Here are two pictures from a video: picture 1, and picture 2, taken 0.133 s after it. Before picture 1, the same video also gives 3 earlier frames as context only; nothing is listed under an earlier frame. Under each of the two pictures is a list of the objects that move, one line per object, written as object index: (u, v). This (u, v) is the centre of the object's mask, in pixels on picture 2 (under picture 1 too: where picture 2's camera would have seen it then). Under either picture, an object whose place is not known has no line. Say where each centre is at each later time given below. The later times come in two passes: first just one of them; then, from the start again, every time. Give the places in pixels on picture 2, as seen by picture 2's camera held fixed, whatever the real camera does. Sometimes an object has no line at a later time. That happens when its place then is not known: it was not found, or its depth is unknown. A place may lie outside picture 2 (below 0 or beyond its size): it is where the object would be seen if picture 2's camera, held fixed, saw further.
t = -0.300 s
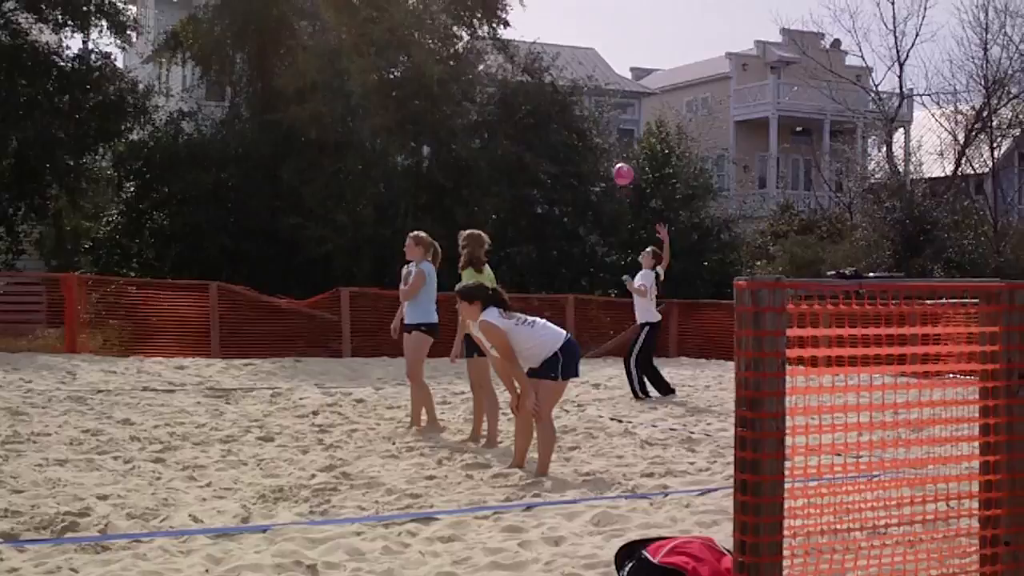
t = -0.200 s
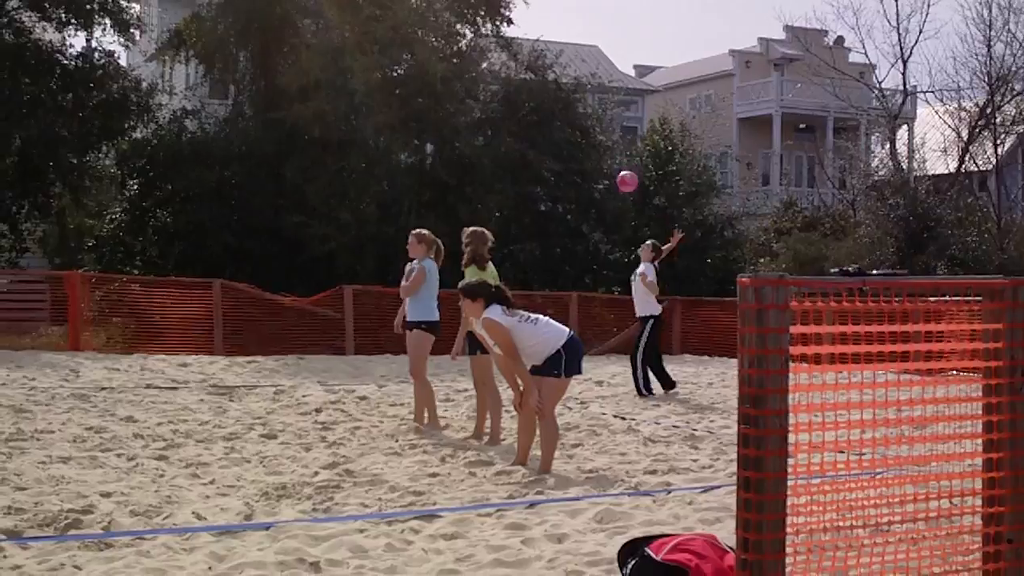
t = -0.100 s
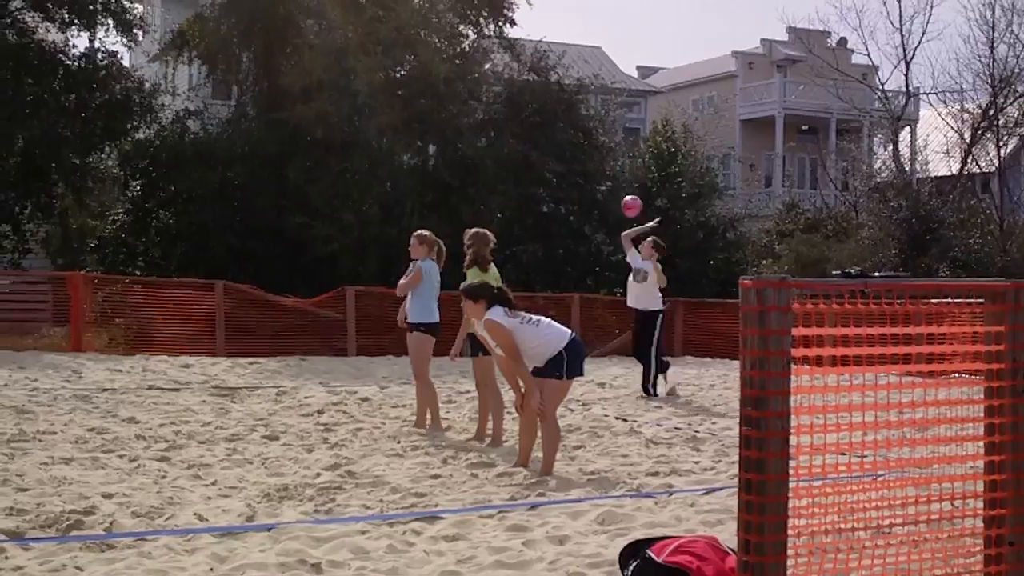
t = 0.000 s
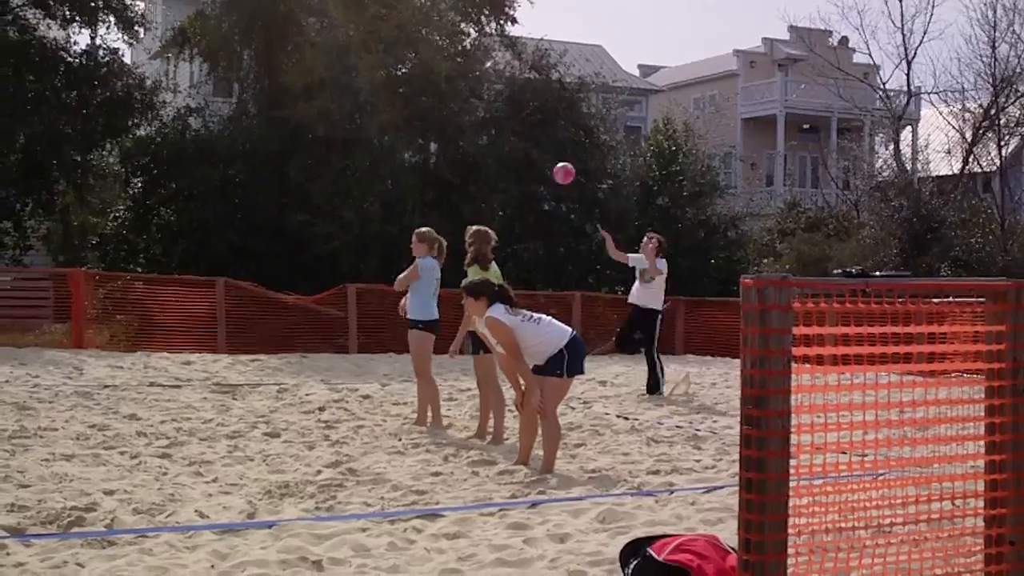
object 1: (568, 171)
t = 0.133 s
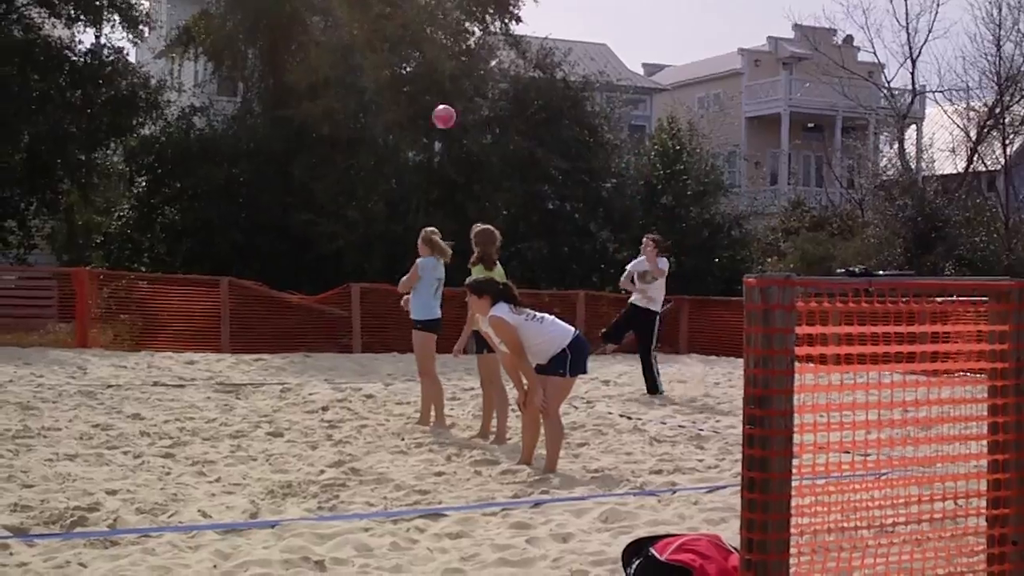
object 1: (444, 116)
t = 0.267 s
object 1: (307, 69)
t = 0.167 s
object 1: (410, 104)
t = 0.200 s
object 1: (376, 92)
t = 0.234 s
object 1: (343, 80)
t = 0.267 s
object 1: (307, 69)
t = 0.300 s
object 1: (271, 60)
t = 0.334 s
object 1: (234, 53)
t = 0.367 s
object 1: (194, 46)
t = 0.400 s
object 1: (154, 40)
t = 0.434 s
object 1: (112, 35)
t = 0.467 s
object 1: (69, 29)
